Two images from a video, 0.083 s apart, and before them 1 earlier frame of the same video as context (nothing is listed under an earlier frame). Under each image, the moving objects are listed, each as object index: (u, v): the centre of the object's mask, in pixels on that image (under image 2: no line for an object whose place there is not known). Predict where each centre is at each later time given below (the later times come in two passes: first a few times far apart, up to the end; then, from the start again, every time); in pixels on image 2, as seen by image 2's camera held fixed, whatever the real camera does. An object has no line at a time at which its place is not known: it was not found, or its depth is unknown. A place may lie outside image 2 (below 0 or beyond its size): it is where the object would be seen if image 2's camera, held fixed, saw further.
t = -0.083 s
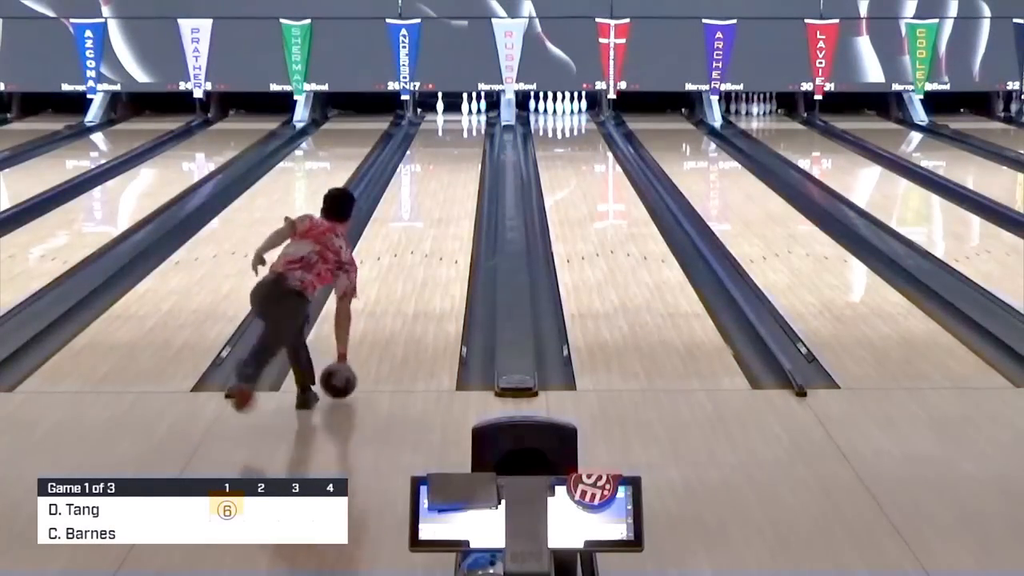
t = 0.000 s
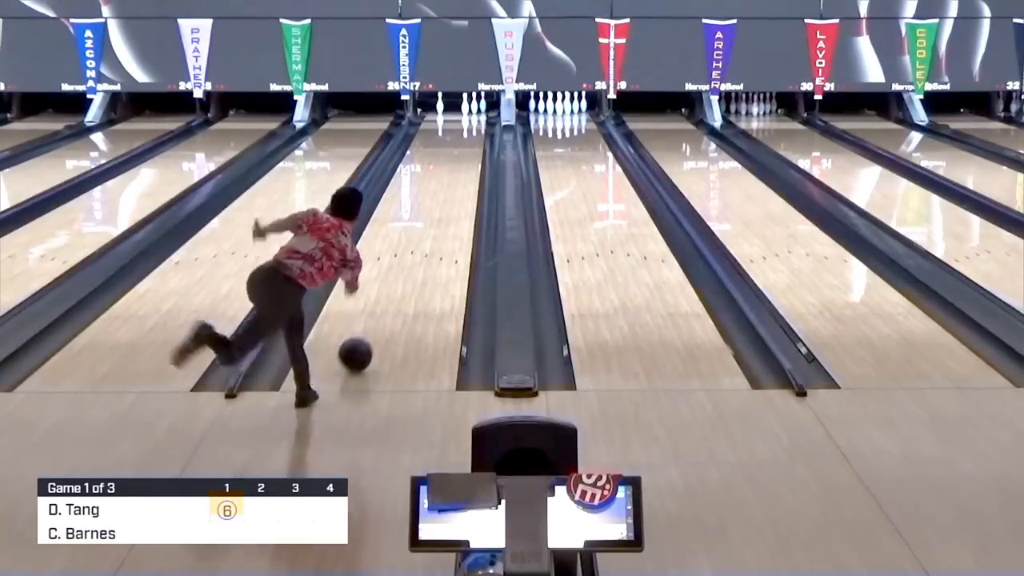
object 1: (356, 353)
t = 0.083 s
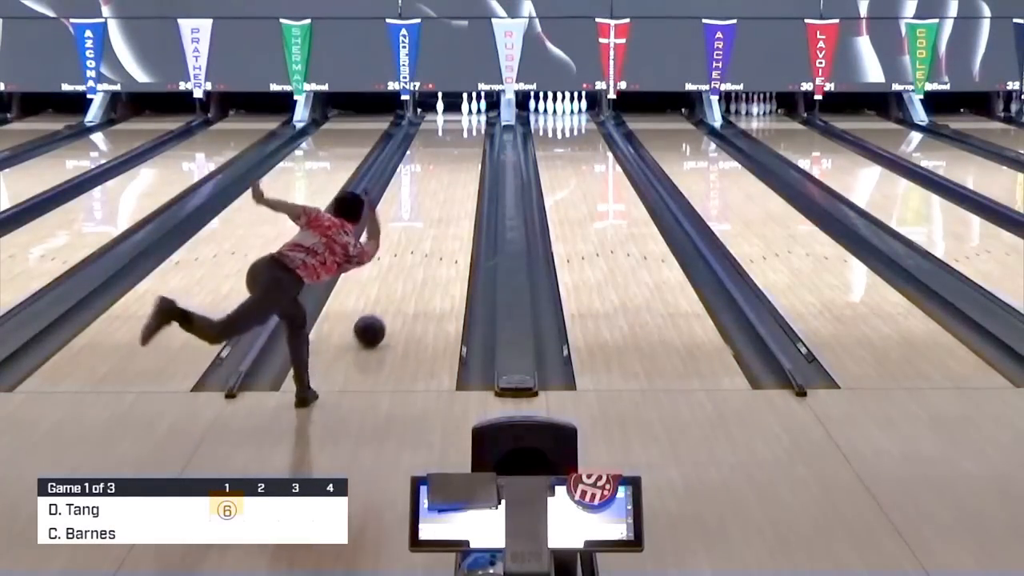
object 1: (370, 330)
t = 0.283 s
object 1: (397, 283)
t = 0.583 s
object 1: (426, 231)
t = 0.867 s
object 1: (445, 196)
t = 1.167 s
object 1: (459, 168)
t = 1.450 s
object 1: (469, 149)
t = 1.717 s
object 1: (474, 133)
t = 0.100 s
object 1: (372, 326)
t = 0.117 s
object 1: (375, 321)
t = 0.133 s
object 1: (377, 317)
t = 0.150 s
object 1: (380, 313)
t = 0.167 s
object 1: (382, 309)
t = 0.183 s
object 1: (384, 305)
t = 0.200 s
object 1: (386, 301)
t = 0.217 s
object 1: (389, 297)
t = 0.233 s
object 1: (391, 293)
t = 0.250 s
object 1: (393, 290)
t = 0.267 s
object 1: (395, 286)
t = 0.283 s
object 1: (397, 283)
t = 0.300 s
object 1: (399, 279)
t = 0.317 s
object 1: (401, 276)
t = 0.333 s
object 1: (402, 273)
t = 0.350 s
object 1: (404, 269)
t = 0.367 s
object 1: (406, 267)
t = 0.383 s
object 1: (409, 263)
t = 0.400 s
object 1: (410, 260)
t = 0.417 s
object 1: (411, 257)
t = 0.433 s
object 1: (413, 255)
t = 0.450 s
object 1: (414, 252)
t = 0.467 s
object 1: (416, 249)
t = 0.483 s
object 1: (417, 246)
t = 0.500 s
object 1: (419, 243)
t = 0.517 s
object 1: (420, 241)
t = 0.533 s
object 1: (422, 238)
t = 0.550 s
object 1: (423, 236)
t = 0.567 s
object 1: (424, 233)
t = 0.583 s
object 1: (426, 231)
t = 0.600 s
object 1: (427, 229)
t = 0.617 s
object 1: (428, 226)
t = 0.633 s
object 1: (430, 224)
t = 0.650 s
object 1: (431, 222)
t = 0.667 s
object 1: (432, 219)
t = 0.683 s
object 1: (433, 217)
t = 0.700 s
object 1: (434, 215)
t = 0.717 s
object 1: (435, 213)
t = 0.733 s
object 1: (437, 211)
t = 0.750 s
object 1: (438, 209)
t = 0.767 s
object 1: (439, 207)
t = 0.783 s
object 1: (440, 205)
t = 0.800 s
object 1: (441, 203)
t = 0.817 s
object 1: (442, 201)
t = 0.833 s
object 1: (443, 200)
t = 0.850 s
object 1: (444, 198)
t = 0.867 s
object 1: (445, 196)
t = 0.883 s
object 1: (446, 194)
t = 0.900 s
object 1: (446, 192)
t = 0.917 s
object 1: (447, 191)
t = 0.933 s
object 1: (448, 189)
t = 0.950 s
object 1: (449, 187)
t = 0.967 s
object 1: (450, 186)
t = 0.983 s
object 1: (451, 184)
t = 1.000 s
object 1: (452, 182)
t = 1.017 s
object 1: (452, 181)
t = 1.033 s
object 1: (453, 179)
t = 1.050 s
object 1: (454, 178)
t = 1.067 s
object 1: (455, 176)
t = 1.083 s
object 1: (455, 175)
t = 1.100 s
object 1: (456, 174)
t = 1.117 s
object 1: (457, 172)
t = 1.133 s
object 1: (458, 171)
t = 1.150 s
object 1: (458, 169)
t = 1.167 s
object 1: (459, 168)
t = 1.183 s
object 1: (460, 167)
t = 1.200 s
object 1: (460, 165)
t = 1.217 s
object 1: (461, 164)
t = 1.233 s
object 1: (462, 163)
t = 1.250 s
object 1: (462, 162)
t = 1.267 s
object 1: (463, 161)
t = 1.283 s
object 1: (463, 159)
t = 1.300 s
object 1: (464, 158)
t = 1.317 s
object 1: (465, 157)
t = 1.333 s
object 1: (465, 156)
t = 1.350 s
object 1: (466, 155)
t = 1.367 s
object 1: (466, 154)
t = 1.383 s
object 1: (467, 153)
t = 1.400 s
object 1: (467, 152)
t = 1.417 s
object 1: (468, 151)
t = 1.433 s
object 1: (468, 150)
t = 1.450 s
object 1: (469, 149)
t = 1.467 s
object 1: (469, 147)
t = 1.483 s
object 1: (469, 146)
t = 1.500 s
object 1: (470, 145)
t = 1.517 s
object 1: (470, 144)
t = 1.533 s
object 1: (471, 143)
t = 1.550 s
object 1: (471, 142)
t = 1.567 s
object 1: (471, 141)
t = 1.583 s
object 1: (472, 140)
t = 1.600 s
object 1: (472, 139)
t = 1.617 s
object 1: (472, 138)
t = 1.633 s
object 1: (472, 137)
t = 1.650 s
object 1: (473, 136)
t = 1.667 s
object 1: (473, 136)
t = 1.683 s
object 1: (473, 135)
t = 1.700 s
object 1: (474, 134)
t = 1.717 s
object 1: (474, 133)
